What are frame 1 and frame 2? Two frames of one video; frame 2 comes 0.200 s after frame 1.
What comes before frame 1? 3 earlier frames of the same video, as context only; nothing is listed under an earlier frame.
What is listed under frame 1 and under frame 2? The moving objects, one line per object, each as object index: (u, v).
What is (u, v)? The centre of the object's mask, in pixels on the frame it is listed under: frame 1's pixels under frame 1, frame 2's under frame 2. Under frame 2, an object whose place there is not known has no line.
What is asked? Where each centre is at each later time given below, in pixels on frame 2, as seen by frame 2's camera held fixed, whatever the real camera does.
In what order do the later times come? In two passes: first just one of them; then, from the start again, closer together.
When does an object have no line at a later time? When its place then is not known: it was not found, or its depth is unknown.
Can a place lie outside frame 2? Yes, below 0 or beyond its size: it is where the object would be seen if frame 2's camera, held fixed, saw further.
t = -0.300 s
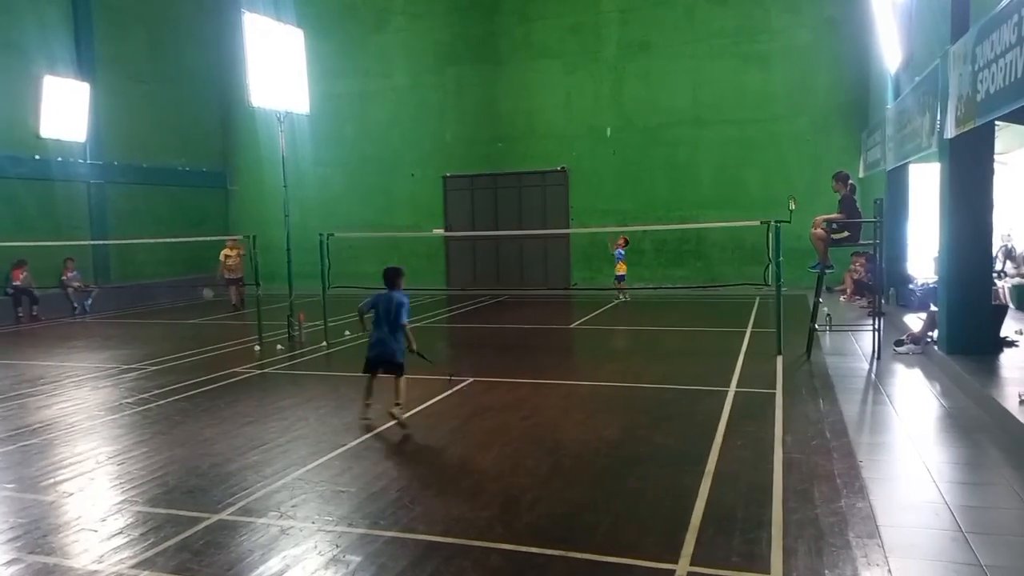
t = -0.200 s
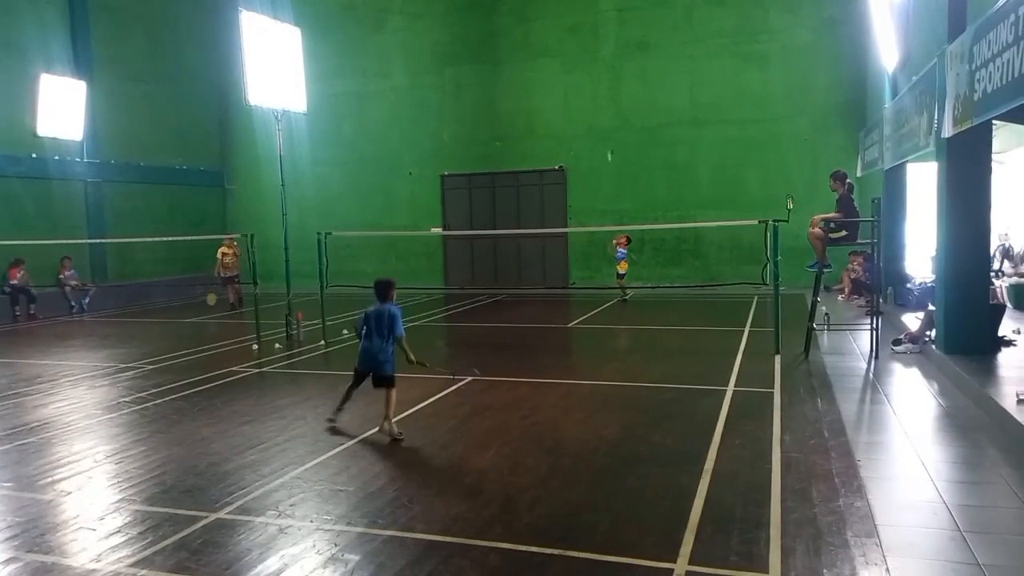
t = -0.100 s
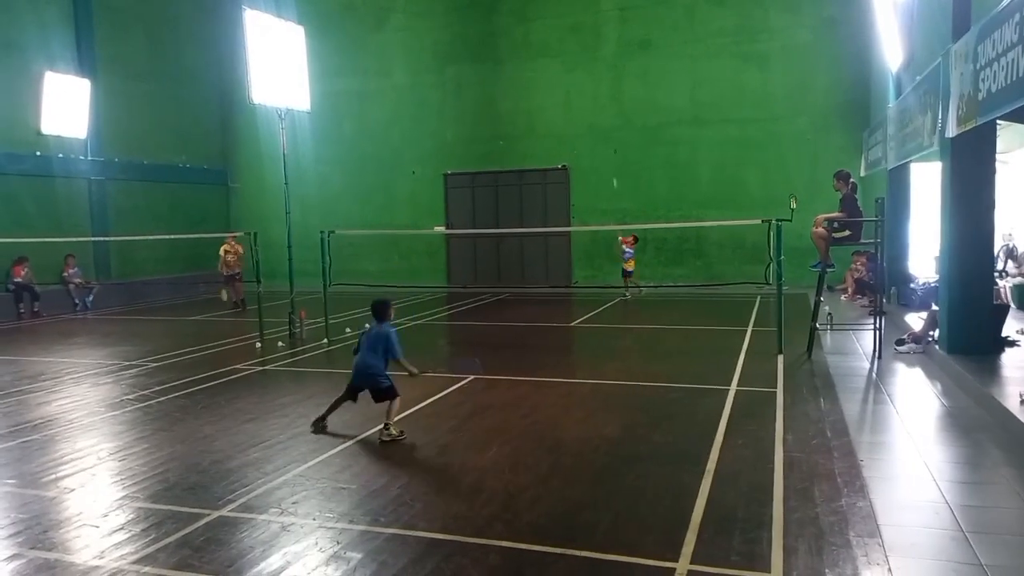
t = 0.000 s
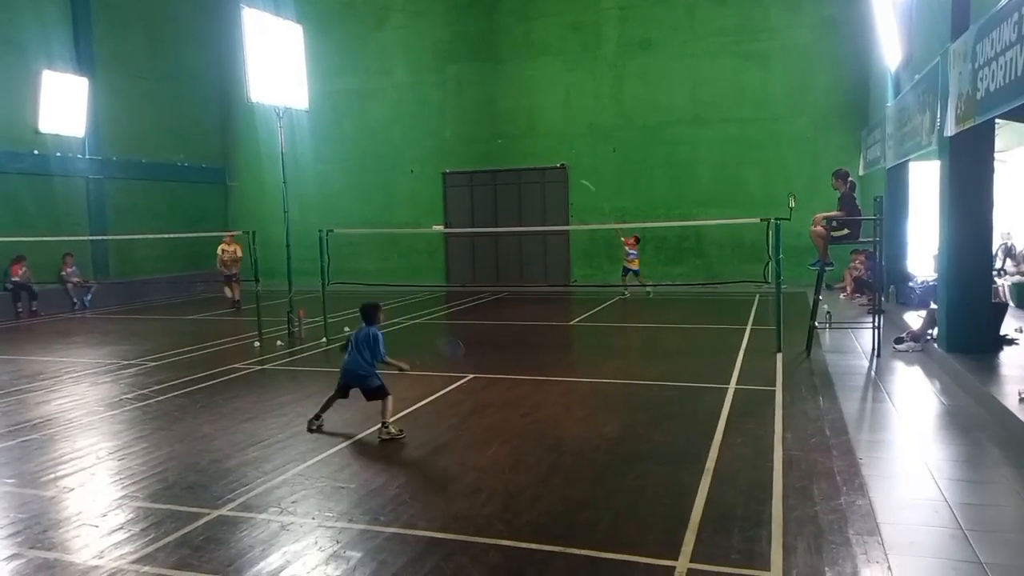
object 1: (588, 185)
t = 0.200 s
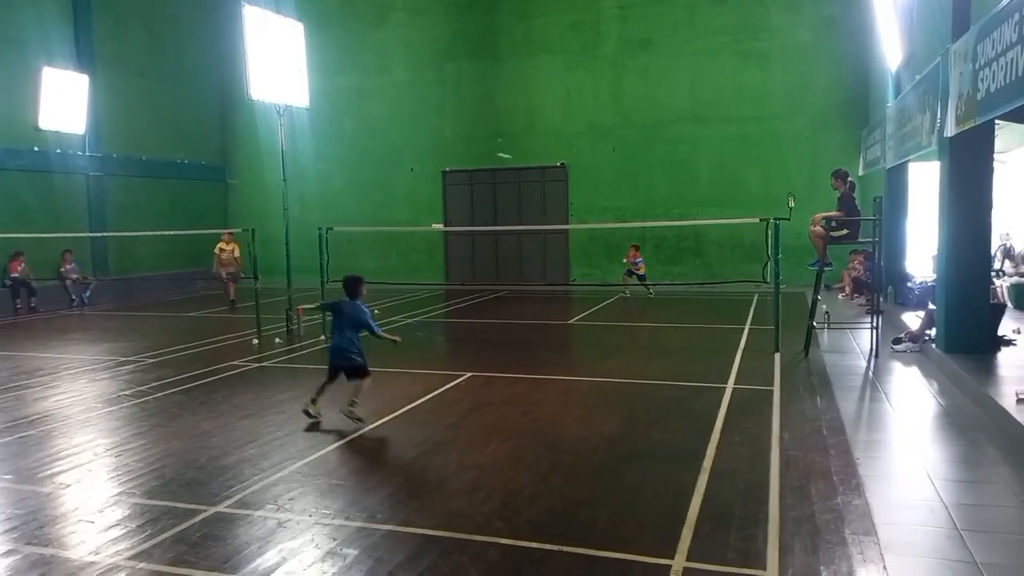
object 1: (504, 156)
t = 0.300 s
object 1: (469, 152)
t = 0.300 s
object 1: (469, 152)
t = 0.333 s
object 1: (457, 152)
